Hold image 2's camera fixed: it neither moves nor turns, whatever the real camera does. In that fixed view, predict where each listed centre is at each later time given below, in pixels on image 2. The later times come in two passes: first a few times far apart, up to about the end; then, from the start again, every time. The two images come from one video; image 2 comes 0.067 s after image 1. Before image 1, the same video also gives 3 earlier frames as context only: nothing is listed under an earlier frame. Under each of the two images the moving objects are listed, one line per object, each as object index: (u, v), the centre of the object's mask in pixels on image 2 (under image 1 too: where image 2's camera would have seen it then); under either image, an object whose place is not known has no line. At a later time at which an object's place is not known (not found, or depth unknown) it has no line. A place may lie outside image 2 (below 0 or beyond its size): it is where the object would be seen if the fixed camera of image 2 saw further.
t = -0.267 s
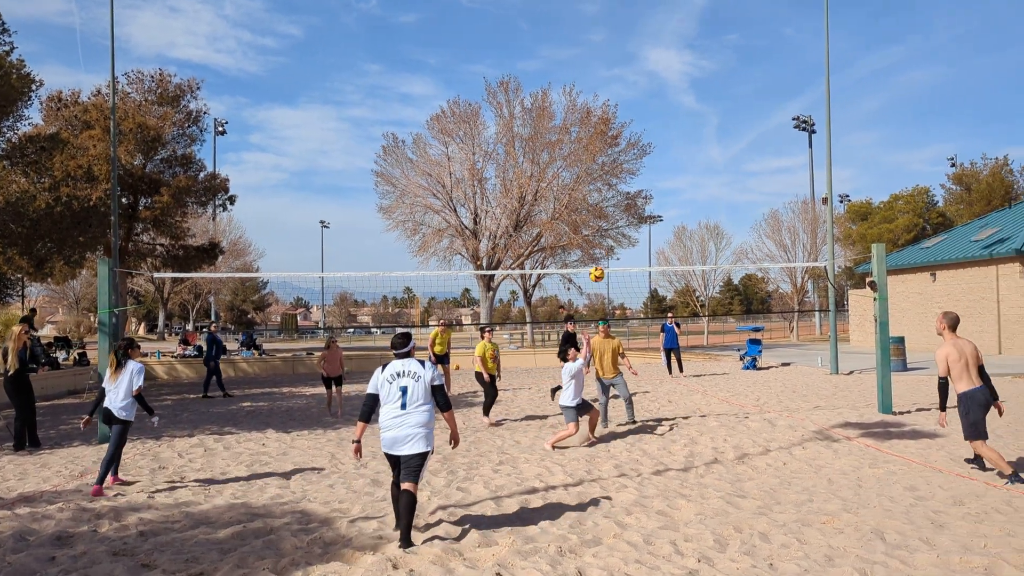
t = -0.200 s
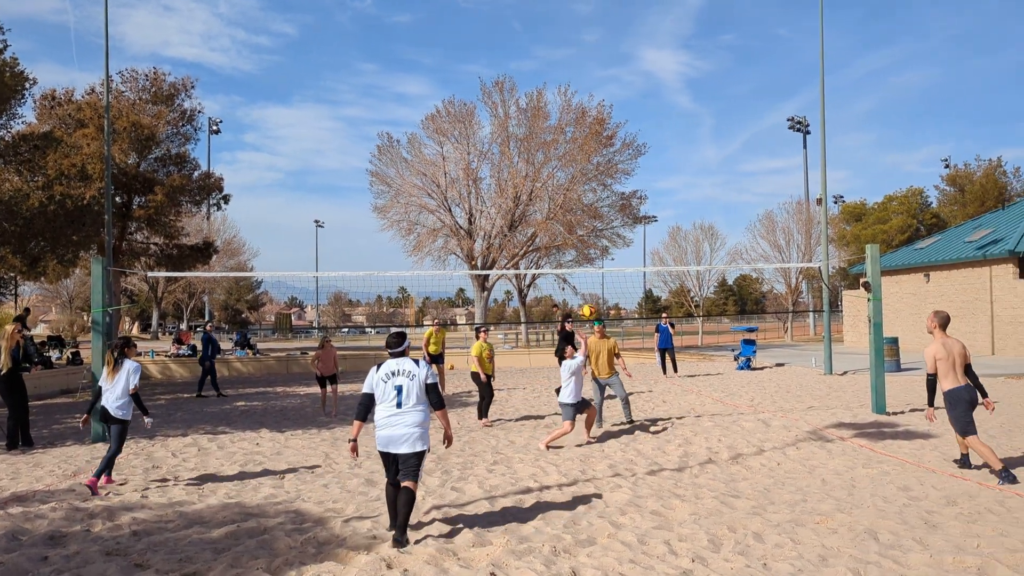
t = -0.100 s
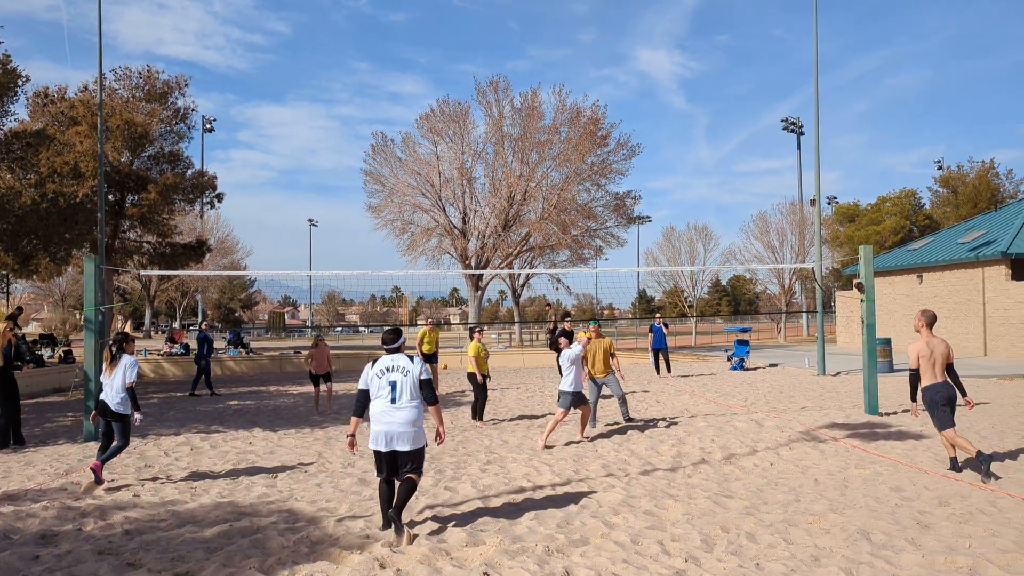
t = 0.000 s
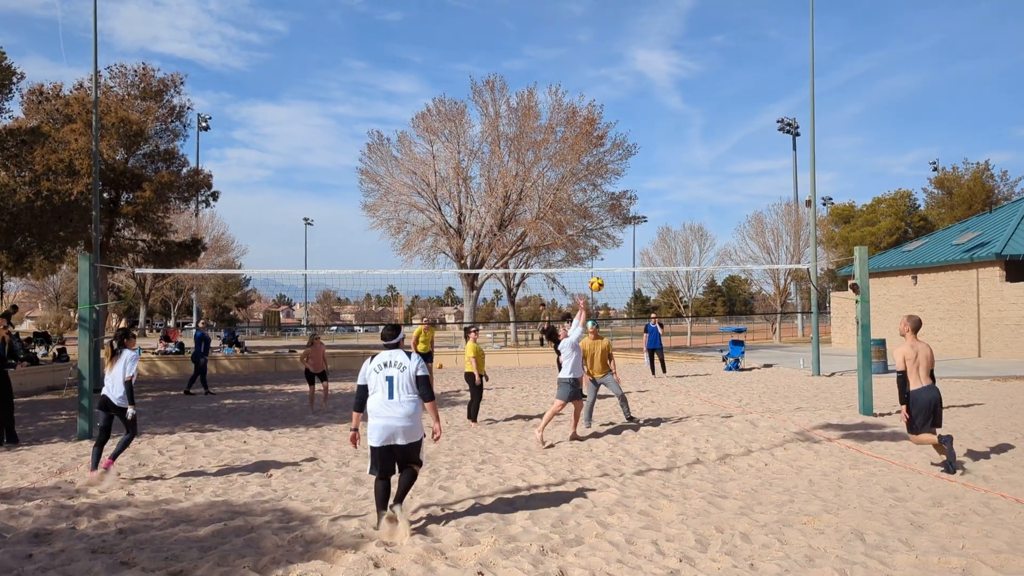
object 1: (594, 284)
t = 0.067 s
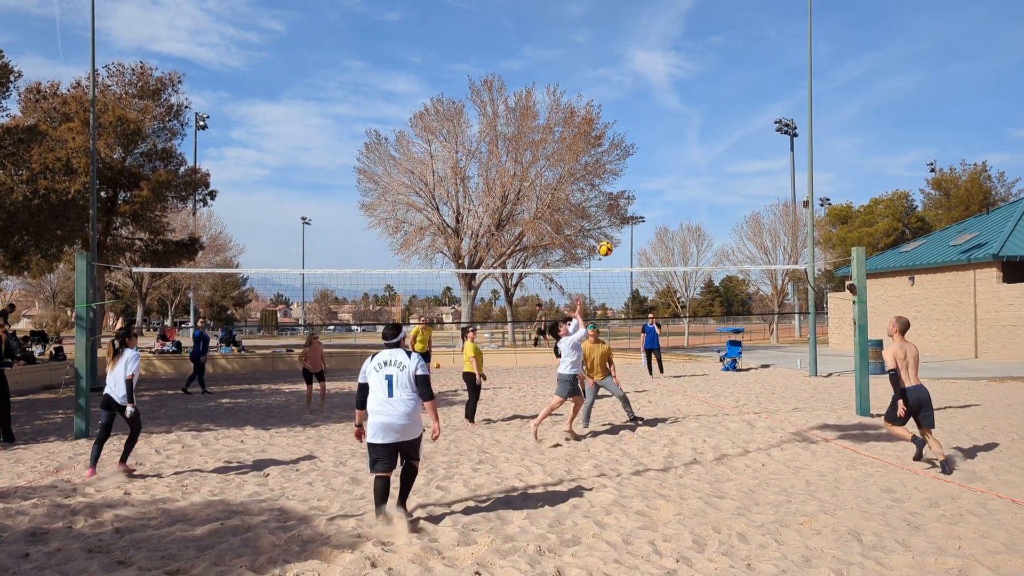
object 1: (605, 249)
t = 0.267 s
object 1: (638, 165)
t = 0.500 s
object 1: (675, 107)
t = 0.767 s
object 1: (716, 89)
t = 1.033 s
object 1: (754, 120)
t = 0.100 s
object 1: (611, 232)
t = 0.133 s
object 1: (616, 217)
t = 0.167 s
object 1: (621, 202)
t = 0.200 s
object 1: (627, 189)
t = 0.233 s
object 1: (633, 176)
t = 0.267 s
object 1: (638, 165)
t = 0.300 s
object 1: (644, 154)
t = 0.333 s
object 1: (649, 144)
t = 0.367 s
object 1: (655, 135)
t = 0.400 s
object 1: (660, 127)
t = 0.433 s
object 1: (665, 119)
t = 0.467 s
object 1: (670, 113)
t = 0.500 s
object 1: (675, 107)
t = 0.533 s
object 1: (681, 102)
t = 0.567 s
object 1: (686, 98)
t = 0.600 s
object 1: (691, 94)
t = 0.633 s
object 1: (696, 92)
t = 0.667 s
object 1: (701, 90)
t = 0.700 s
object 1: (706, 89)
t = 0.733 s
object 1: (711, 89)
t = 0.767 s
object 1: (716, 89)
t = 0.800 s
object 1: (720, 90)
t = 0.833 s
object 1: (726, 92)
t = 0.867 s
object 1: (730, 95)
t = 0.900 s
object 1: (735, 98)
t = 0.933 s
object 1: (740, 103)
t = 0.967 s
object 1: (745, 108)
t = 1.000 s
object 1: (749, 113)
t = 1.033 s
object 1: (754, 120)
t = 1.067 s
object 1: (758, 127)
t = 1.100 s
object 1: (763, 135)
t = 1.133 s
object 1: (767, 143)
